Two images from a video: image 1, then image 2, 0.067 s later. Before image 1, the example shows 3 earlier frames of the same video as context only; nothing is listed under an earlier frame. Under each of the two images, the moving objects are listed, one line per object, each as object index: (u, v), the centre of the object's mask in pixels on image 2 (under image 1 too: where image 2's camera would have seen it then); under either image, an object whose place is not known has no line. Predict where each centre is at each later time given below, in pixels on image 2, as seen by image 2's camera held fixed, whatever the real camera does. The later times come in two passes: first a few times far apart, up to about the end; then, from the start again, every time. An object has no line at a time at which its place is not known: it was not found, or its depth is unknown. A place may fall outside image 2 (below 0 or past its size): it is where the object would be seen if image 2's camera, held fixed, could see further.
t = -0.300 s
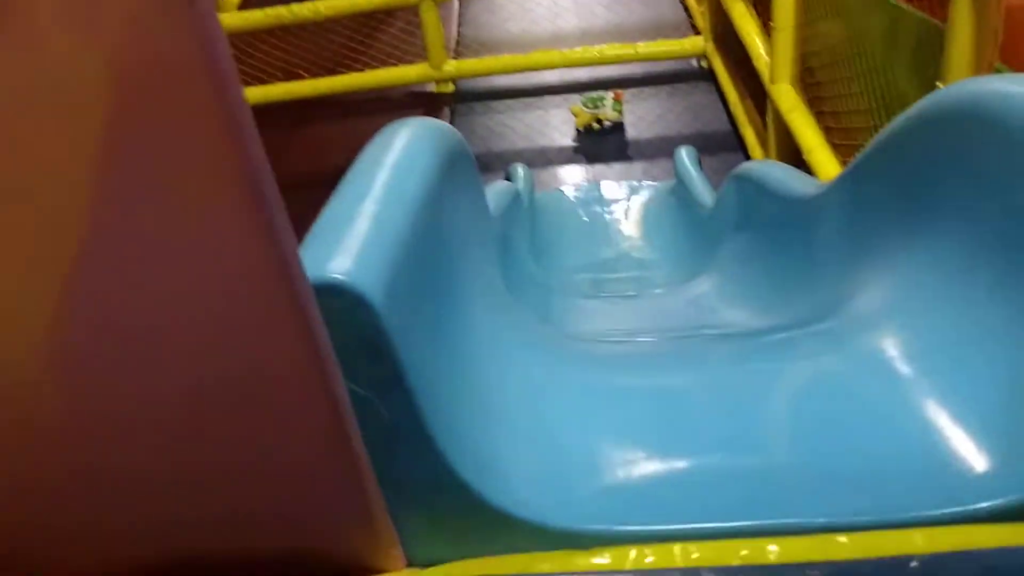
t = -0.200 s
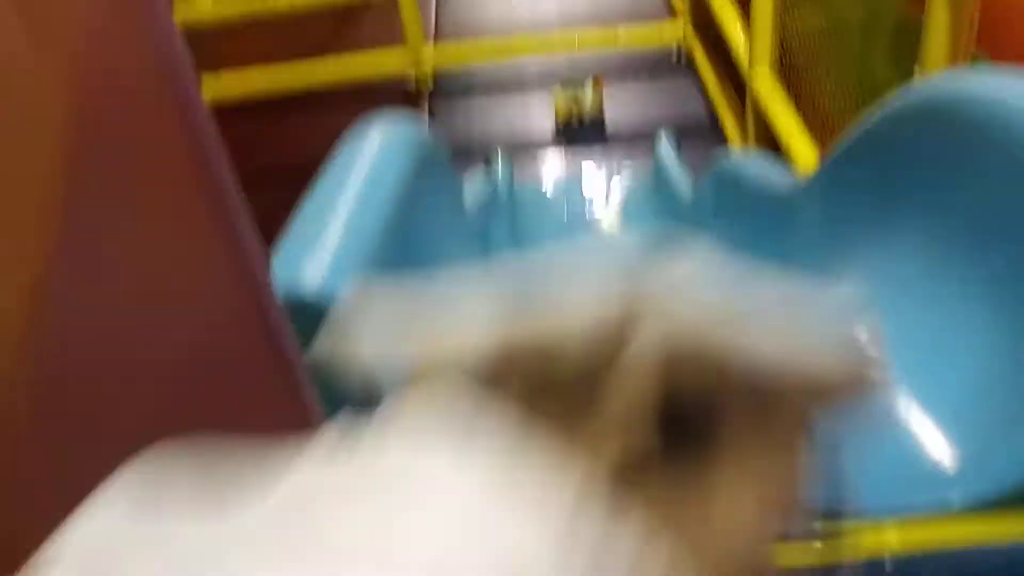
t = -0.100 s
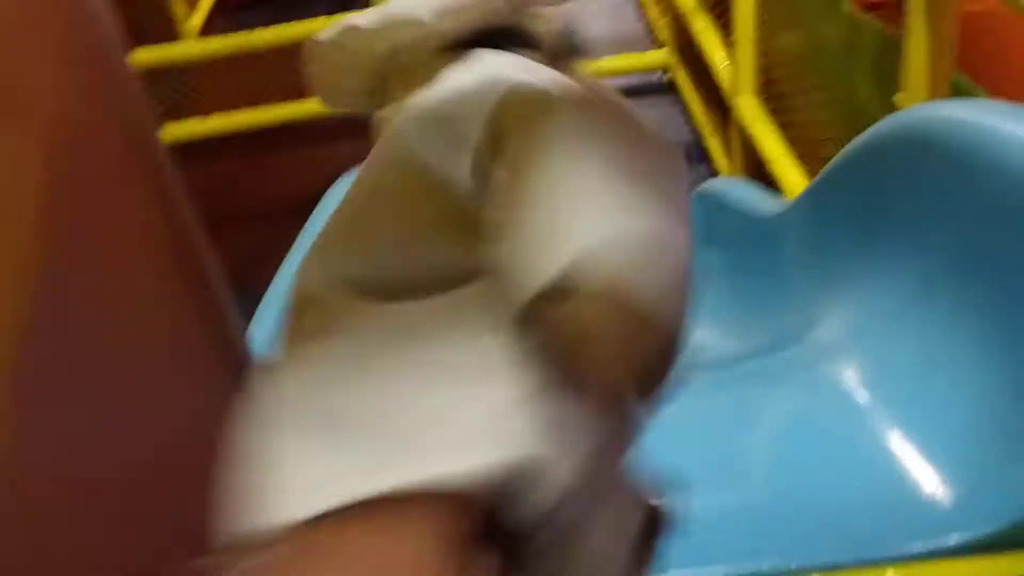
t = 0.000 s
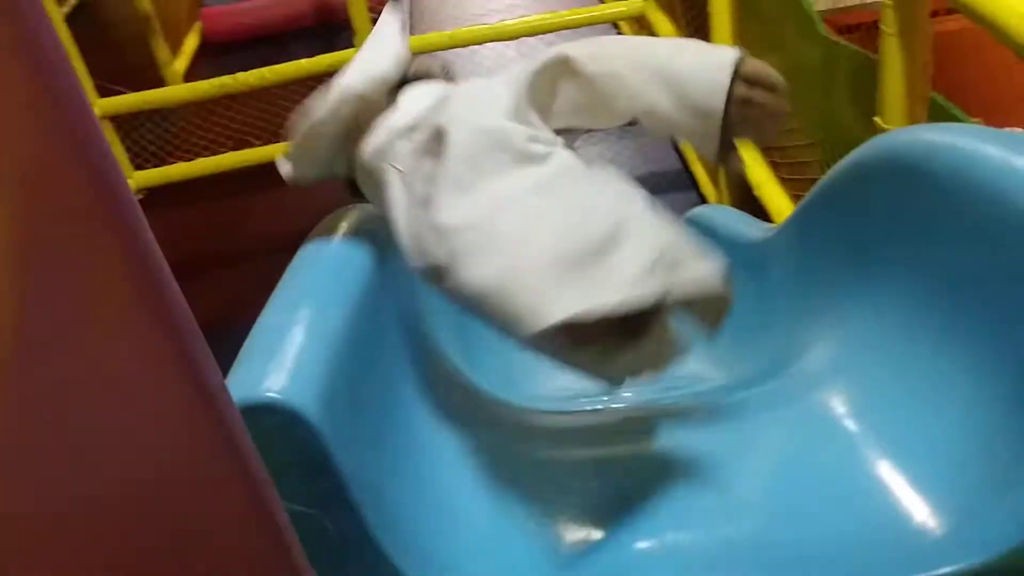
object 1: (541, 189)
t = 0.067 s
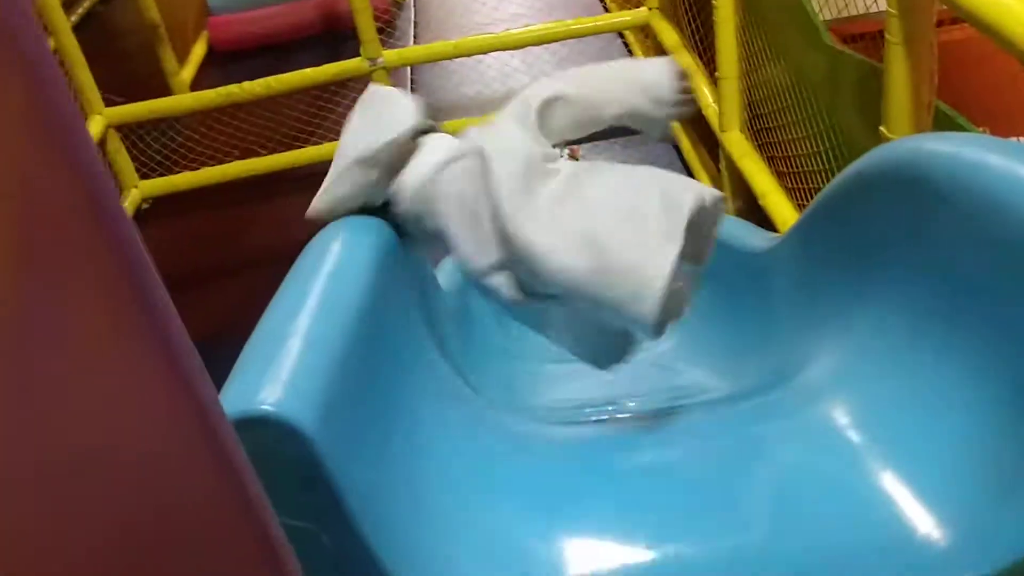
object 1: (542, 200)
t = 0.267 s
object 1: (591, 303)
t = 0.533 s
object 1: (607, 310)
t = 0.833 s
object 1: (567, 265)
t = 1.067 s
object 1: (548, 211)
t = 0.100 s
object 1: (542, 201)
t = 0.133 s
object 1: (550, 208)
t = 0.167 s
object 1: (559, 226)
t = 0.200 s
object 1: (571, 247)
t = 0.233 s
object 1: (581, 275)
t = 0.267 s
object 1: (591, 303)
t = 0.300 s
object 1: (589, 313)
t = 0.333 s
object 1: (591, 324)
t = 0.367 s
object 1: (599, 330)
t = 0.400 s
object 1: (602, 320)
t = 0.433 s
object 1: (602, 312)
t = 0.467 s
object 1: (604, 309)
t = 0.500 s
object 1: (606, 309)
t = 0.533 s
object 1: (607, 310)
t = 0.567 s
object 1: (606, 314)
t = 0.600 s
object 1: (604, 318)
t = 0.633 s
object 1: (599, 319)
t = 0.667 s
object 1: (596, 313)
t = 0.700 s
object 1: (588, 305)
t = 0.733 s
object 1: (581, 296)
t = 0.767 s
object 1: (575, 286)
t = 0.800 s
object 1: (571, 275)
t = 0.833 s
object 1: (567, 265)
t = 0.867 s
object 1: (562, 255)
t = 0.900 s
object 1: (561, 243)
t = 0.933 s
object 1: (557, 234)
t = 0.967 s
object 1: (553, 226)
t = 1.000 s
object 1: (551, 218)
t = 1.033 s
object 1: (550, 215)
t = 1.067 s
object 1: (548, 211)
